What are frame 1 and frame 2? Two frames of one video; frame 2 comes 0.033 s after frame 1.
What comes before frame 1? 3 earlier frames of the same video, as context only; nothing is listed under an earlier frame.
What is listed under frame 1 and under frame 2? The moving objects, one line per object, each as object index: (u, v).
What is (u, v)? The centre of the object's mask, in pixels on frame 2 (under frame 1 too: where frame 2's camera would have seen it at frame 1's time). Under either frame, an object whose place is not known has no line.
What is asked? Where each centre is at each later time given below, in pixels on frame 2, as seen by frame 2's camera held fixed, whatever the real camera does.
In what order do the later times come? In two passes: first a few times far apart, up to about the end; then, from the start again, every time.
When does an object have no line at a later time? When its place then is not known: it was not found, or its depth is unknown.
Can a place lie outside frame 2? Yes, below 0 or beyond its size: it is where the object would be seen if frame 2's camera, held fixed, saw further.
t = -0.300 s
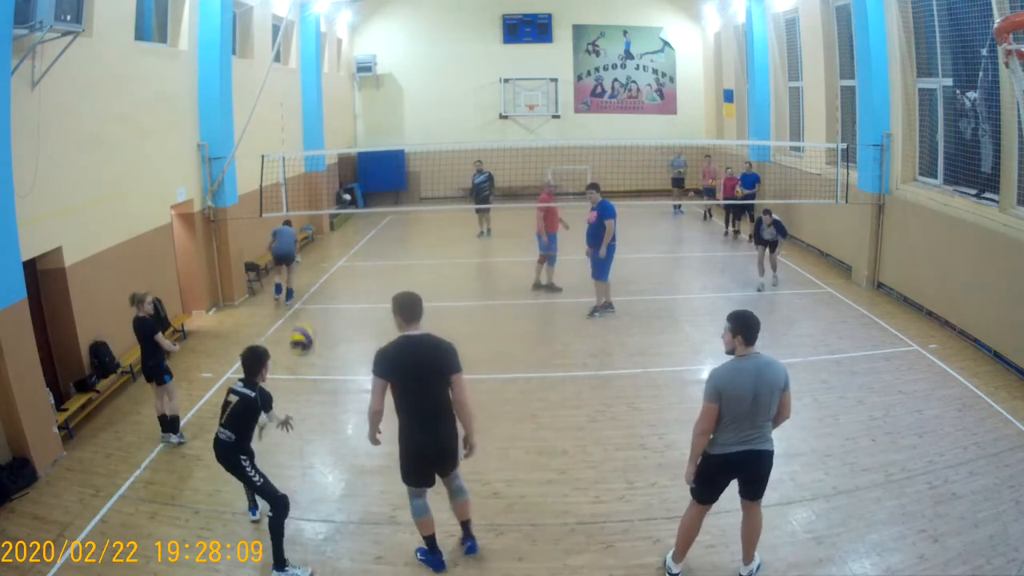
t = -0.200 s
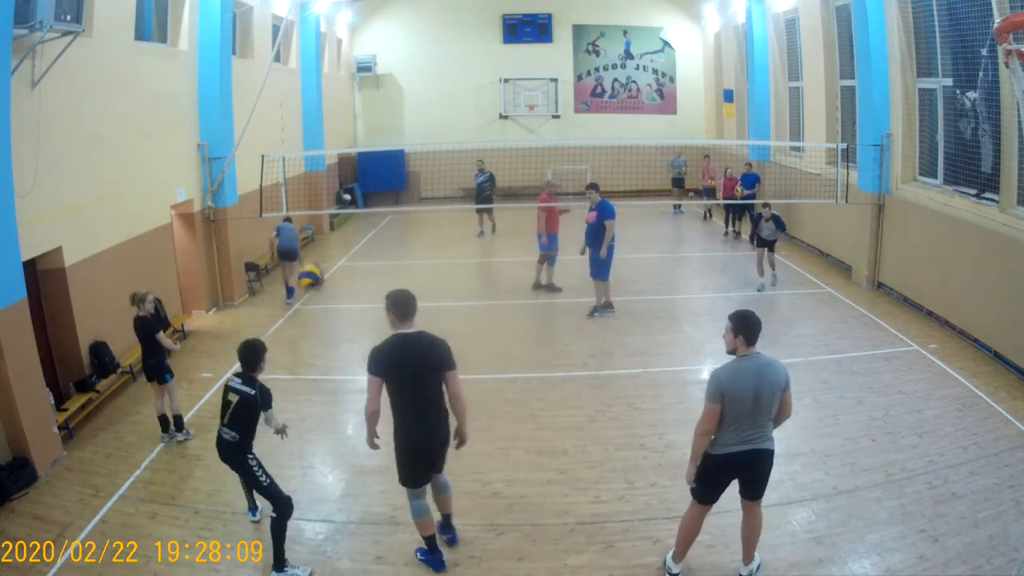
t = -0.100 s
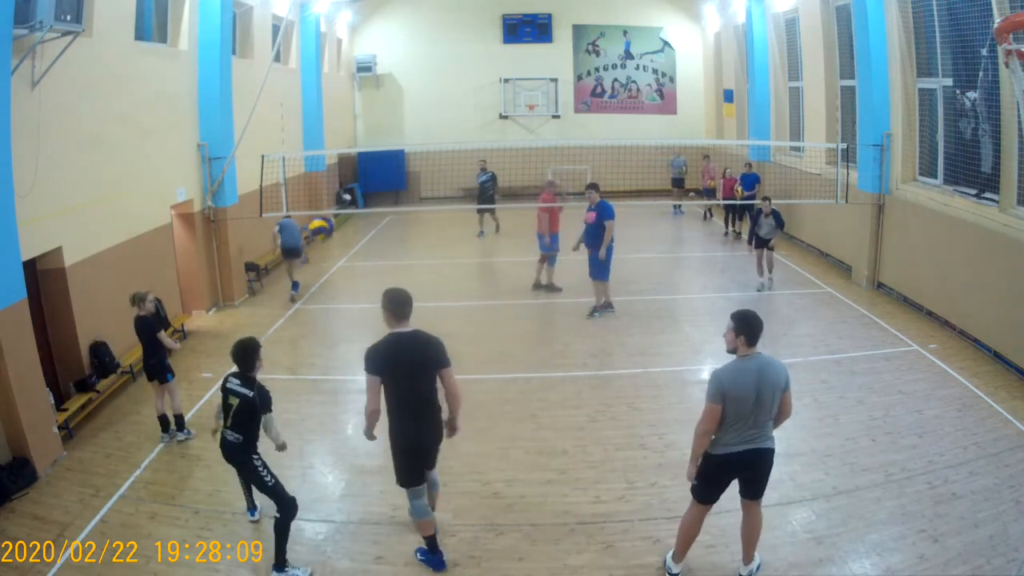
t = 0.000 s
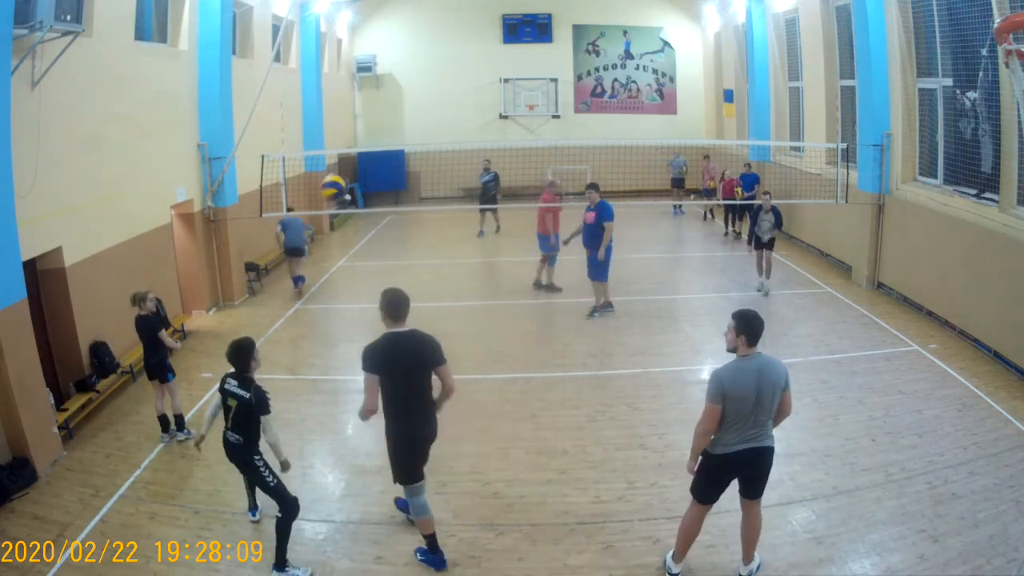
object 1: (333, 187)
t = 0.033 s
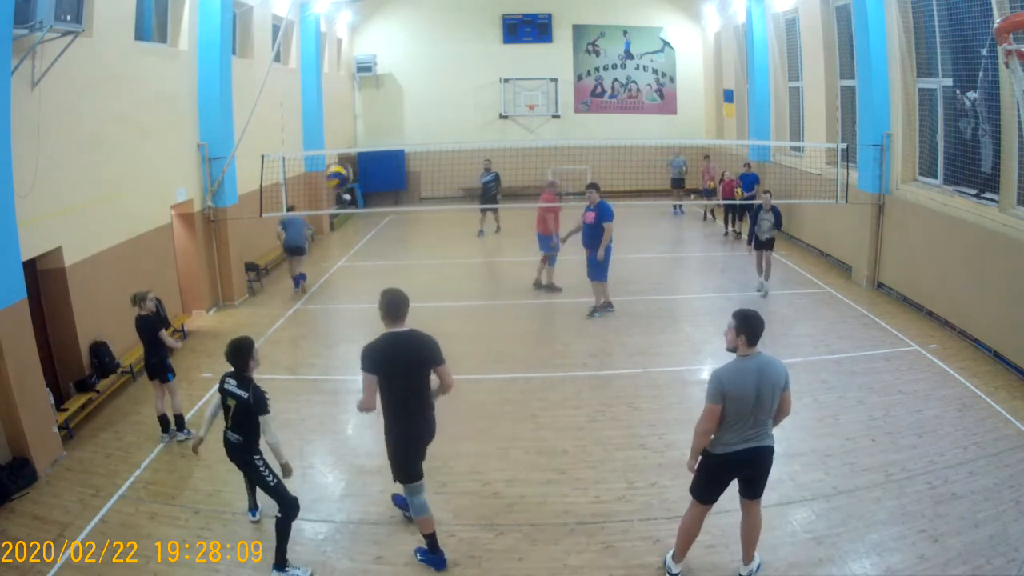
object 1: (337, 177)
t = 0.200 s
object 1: (361, 146)
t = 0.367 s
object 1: (386, 149)
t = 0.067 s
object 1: (344, 168)
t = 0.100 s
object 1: (348, 159)
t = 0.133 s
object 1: (351, 154)
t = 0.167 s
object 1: (357, 149)
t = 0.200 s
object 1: (361, 146)
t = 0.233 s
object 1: (366, 144)
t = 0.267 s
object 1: (372, 143)
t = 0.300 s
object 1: (377, 144)
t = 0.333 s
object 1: (381, 146)
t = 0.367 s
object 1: (386, 149)
